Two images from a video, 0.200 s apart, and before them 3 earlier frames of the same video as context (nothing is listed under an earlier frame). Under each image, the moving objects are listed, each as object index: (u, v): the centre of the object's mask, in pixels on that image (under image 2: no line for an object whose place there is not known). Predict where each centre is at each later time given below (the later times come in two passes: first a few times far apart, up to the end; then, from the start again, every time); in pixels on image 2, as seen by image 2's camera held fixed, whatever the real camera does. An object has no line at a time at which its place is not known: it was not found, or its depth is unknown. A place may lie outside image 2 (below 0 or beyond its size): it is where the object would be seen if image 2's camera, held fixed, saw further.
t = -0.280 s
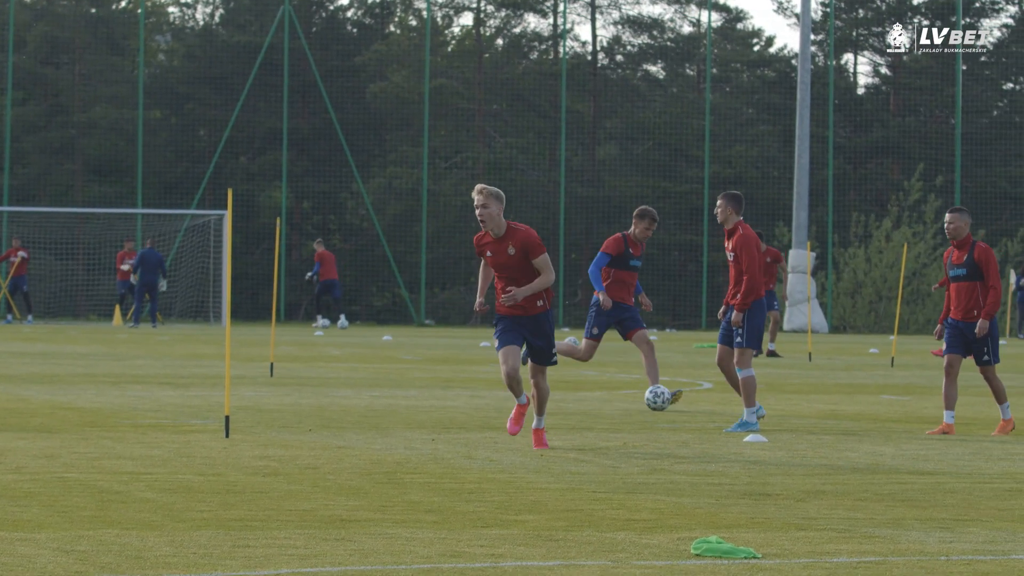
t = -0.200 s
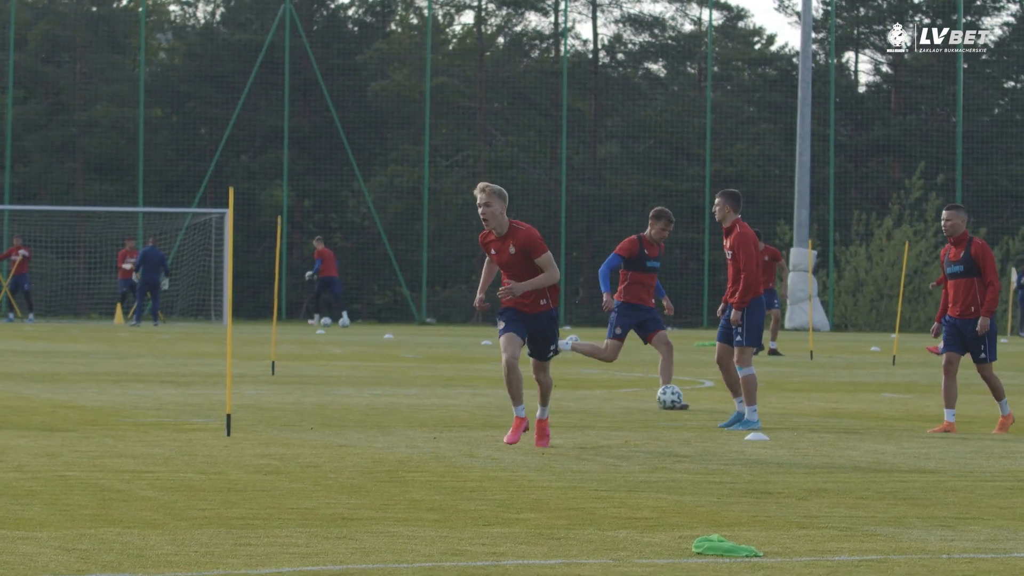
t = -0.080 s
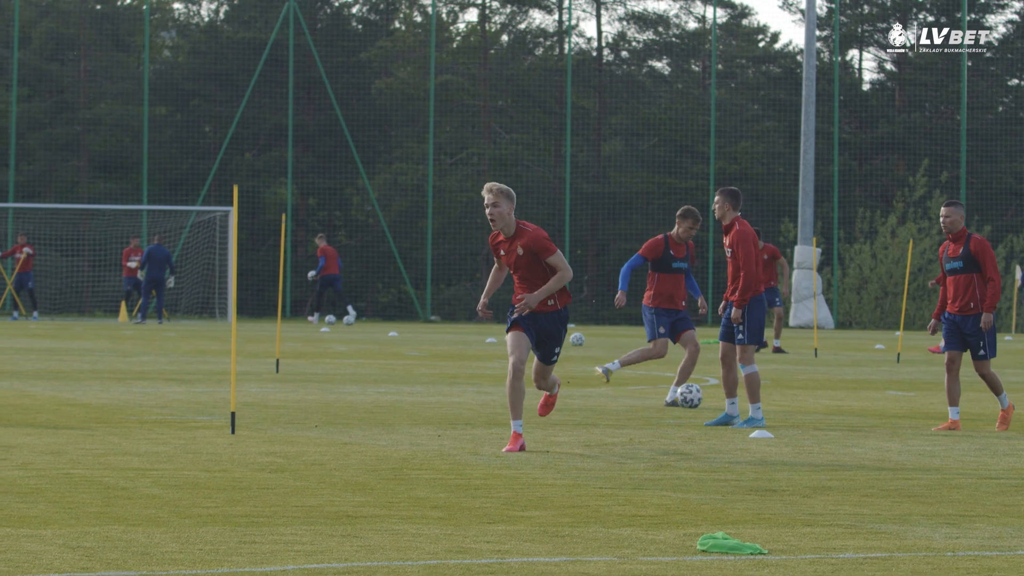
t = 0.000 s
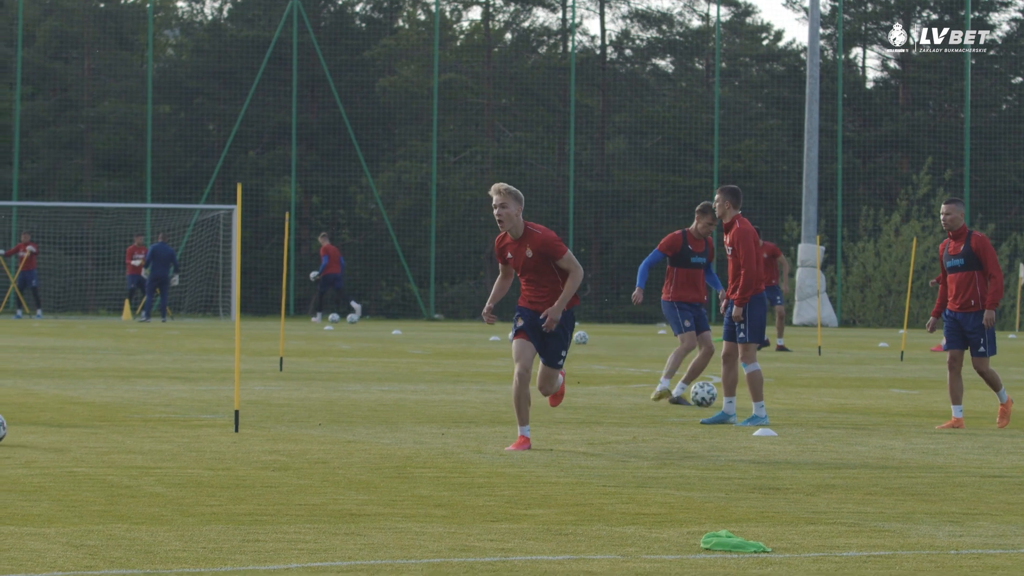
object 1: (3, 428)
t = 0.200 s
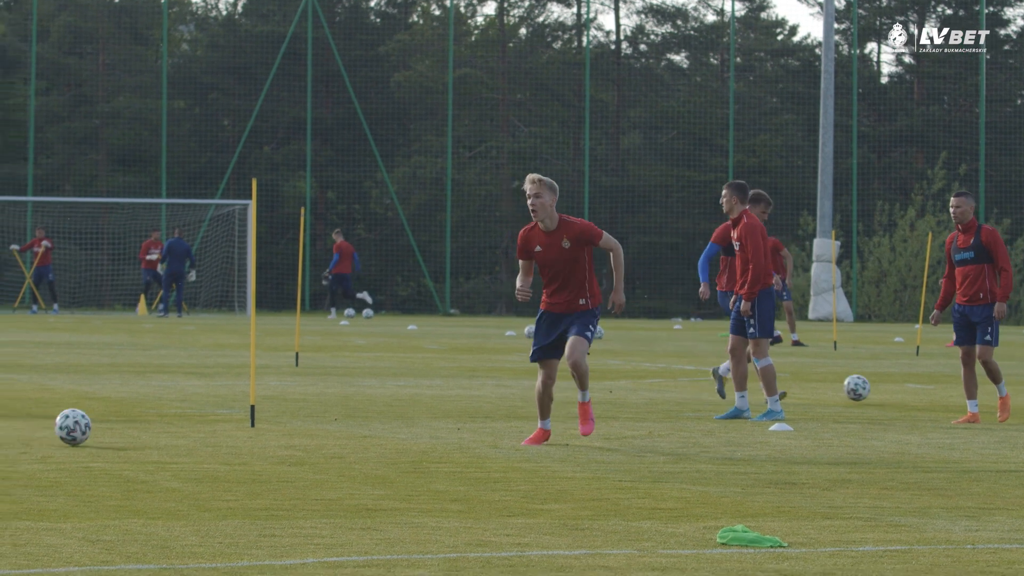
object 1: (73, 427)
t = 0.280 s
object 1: (101, 432)
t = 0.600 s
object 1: (209, 442)
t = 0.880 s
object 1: (297, 450)
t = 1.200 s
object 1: (390, 458)
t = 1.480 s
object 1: (463, 465)
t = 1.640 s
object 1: (503, 465)
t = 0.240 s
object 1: (87, 429)
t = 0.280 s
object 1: (101, 432)
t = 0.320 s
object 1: (115, 434)
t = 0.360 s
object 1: (128, 435)
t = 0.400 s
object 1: (142, 435)
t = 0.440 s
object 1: (155, 436)
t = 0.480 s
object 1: (168, 437)
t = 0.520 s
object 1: (182, 438)
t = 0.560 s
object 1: (196, 440)
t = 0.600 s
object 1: (209, 442)
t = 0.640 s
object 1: (222, 443)
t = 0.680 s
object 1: (235, 444)
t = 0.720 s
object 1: (247, 444)
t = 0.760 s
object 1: (260, 445)
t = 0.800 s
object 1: (272, 446)
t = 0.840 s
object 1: (285, 448)
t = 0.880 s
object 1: (297, 450)
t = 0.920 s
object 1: (310, 451)
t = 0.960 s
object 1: (321, 451)
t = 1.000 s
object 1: (333, 452)
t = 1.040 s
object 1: (344, 452)
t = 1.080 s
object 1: (356, 454)
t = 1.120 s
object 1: (367, 455)
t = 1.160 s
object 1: (379, 457)
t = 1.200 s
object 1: (390, 458)
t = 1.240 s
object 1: (400, 459)
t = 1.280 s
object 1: (411, 459)
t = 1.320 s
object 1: (421, 460)
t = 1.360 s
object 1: (431, 461)
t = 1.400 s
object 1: (442, 462)
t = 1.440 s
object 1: (452, 464)
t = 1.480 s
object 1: (463, 465)
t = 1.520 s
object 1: (473, 466)
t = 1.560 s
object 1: (483, 466)
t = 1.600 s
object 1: (493, 465)
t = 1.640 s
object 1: (503, 465)
